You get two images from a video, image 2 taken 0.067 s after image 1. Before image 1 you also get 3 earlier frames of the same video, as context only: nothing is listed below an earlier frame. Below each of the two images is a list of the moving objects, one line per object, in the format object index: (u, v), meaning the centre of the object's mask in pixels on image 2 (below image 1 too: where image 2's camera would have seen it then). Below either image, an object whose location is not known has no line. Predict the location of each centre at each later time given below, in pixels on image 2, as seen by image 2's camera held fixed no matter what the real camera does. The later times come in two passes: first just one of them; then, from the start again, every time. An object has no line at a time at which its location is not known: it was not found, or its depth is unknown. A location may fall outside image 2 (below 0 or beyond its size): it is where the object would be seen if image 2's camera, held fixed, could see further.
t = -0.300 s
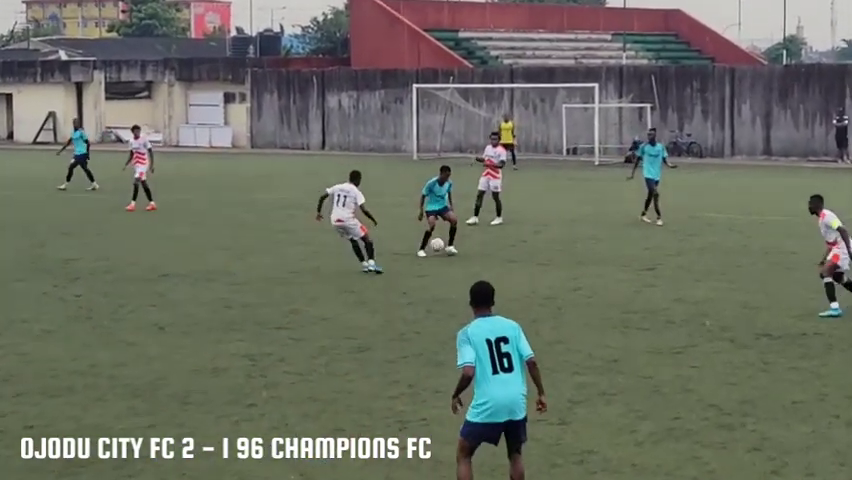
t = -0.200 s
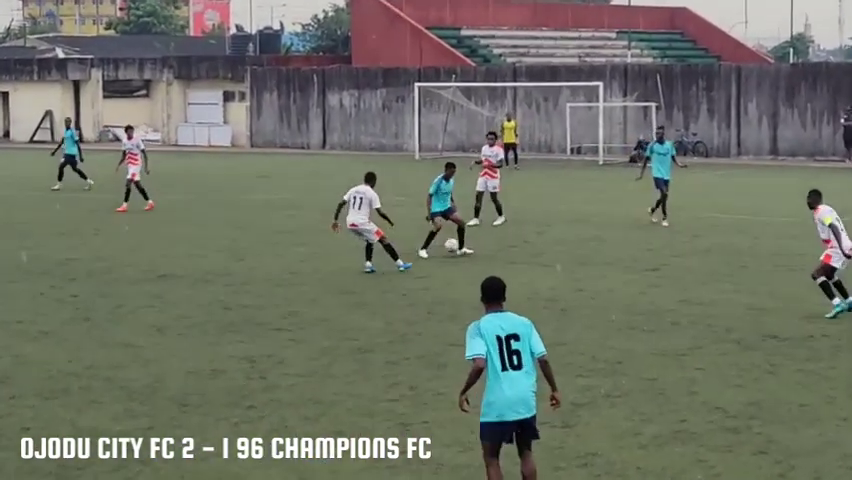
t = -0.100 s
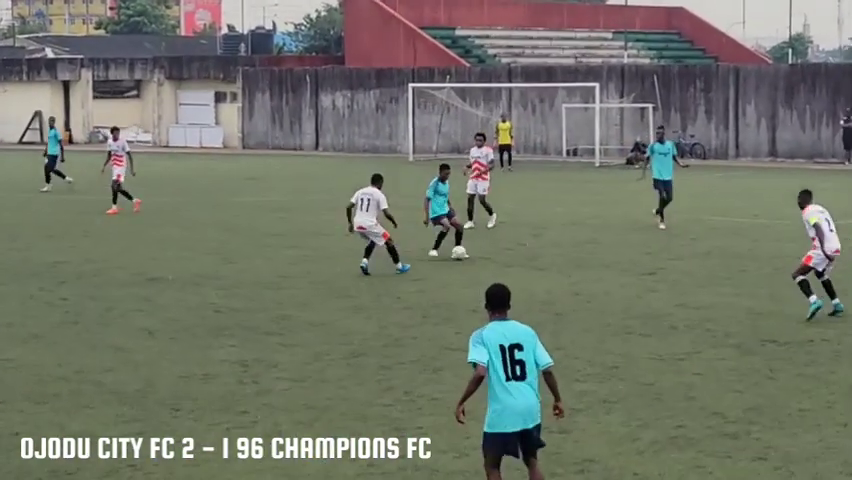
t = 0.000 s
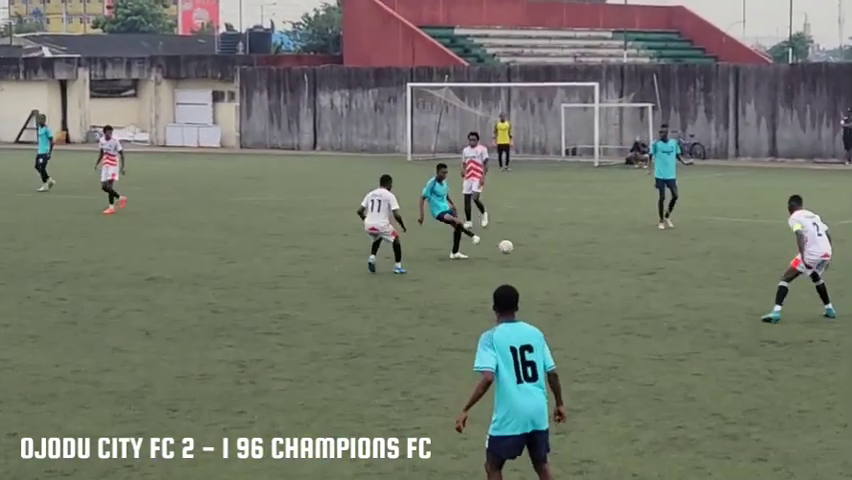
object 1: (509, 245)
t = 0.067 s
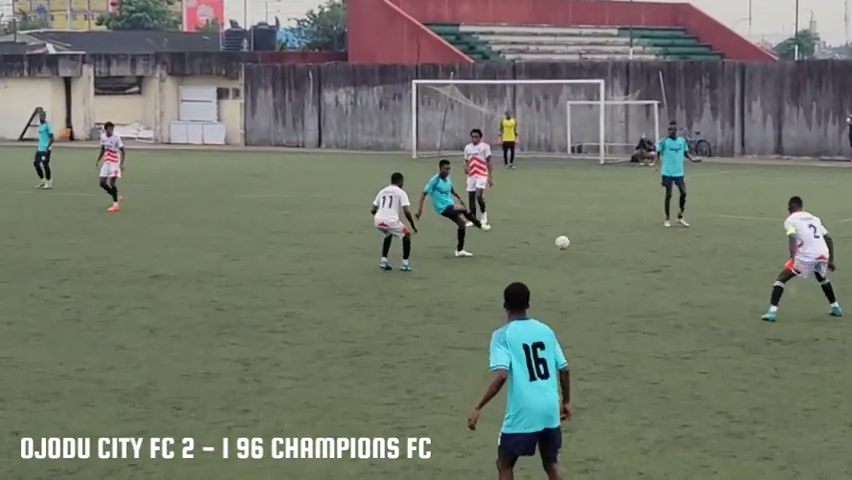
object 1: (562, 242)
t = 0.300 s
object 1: (740, 248)
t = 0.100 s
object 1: (587, 243)
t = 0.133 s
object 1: (614, 243)
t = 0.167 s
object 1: (640, 245)
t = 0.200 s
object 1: (666, 247)
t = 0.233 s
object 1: (692, 250)
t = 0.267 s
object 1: (716, 251)
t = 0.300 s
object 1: (740, 248)
